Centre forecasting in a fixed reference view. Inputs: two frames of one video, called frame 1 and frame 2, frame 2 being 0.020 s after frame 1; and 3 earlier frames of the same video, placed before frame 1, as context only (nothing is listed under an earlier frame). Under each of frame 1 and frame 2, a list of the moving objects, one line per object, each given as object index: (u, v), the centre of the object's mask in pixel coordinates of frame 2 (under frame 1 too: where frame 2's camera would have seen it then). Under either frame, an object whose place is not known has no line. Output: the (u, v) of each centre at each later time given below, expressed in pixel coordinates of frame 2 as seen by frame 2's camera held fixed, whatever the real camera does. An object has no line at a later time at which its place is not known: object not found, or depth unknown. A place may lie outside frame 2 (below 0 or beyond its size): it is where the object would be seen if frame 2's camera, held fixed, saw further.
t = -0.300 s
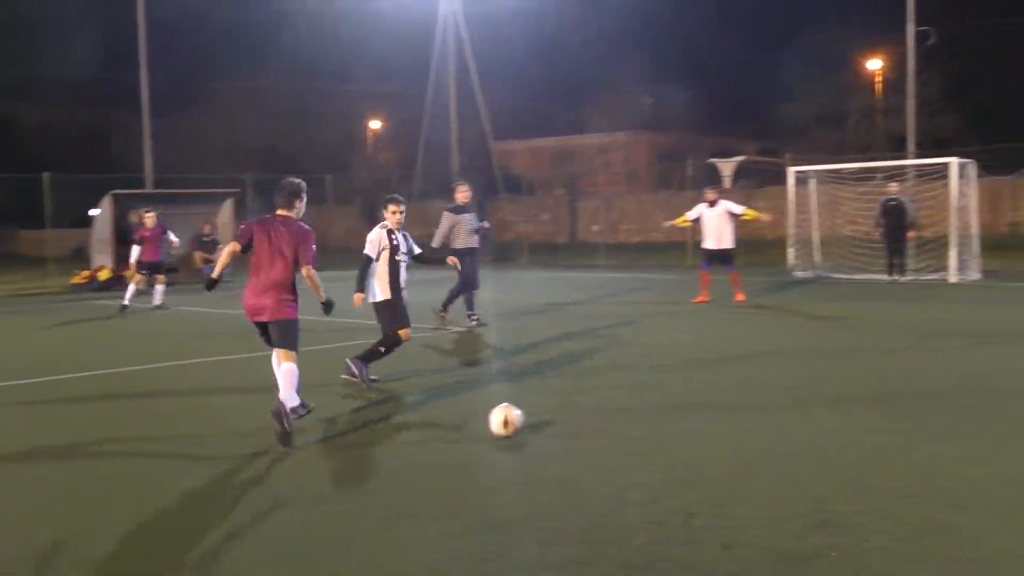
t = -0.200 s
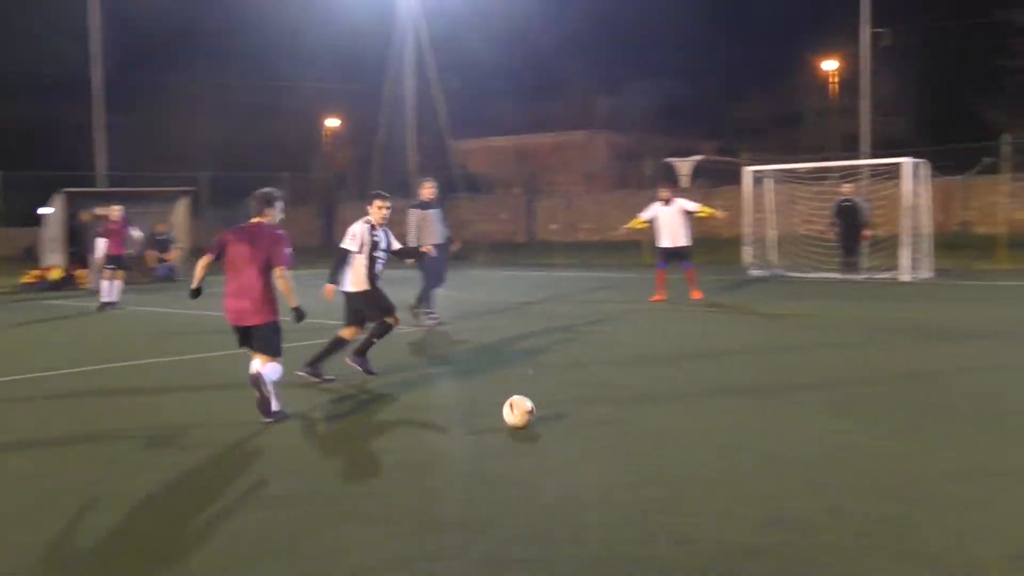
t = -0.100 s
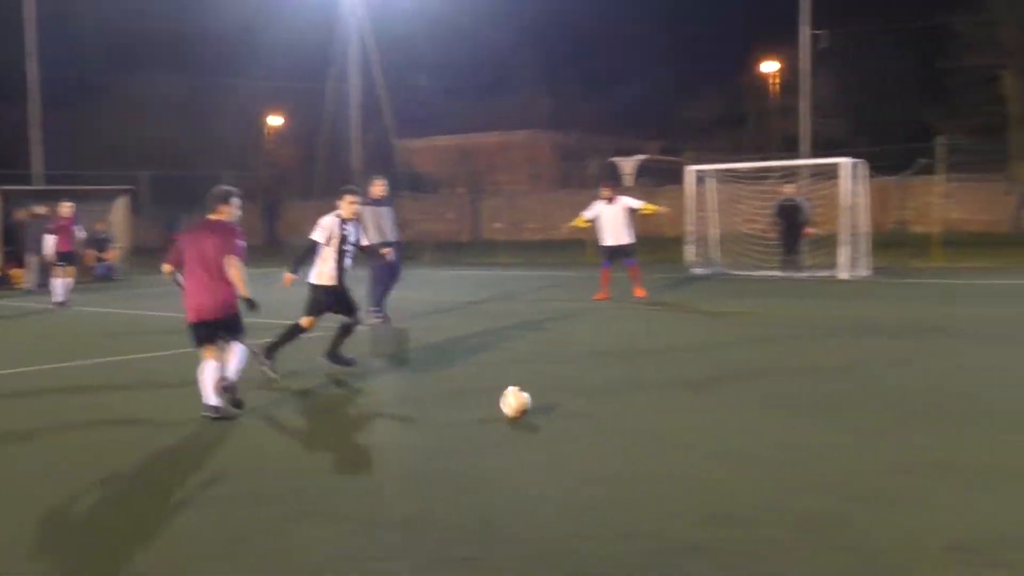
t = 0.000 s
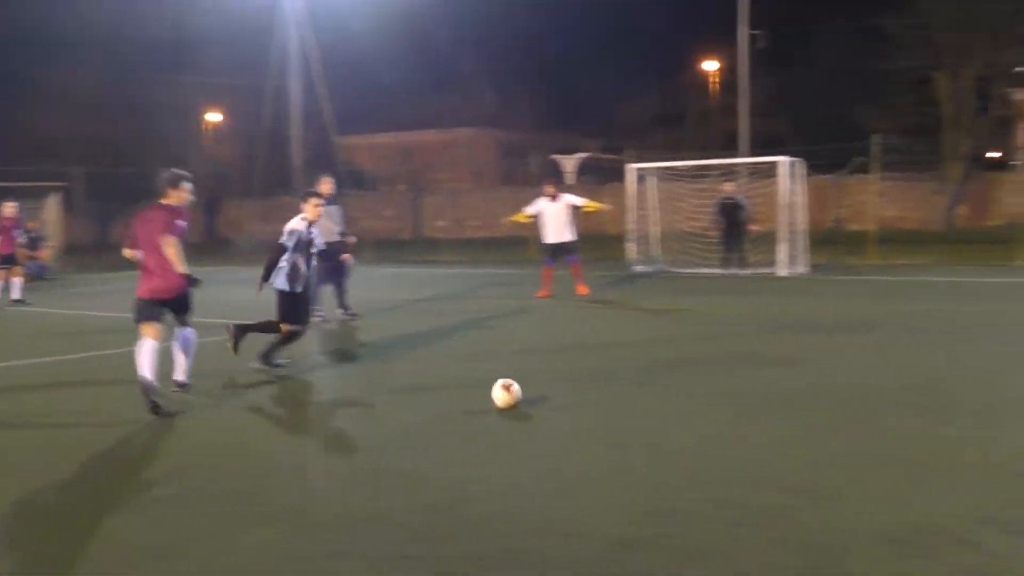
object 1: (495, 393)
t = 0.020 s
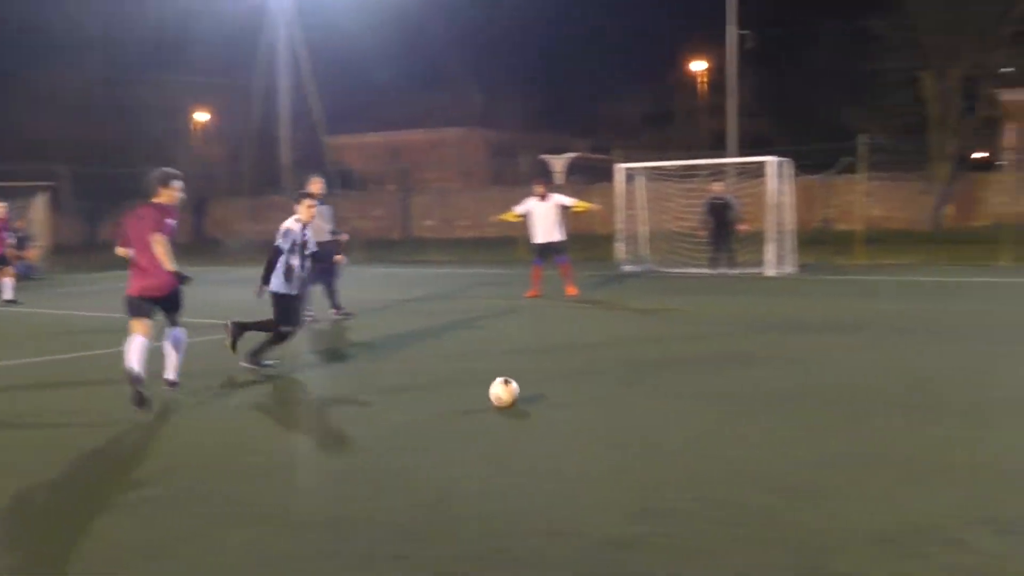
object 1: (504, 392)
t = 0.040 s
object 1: (511, 391)
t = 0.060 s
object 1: (519, 390)
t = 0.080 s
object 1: (528, 388)
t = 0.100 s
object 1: (536, 387)
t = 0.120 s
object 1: (543, 385)
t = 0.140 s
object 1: (551, 384)
